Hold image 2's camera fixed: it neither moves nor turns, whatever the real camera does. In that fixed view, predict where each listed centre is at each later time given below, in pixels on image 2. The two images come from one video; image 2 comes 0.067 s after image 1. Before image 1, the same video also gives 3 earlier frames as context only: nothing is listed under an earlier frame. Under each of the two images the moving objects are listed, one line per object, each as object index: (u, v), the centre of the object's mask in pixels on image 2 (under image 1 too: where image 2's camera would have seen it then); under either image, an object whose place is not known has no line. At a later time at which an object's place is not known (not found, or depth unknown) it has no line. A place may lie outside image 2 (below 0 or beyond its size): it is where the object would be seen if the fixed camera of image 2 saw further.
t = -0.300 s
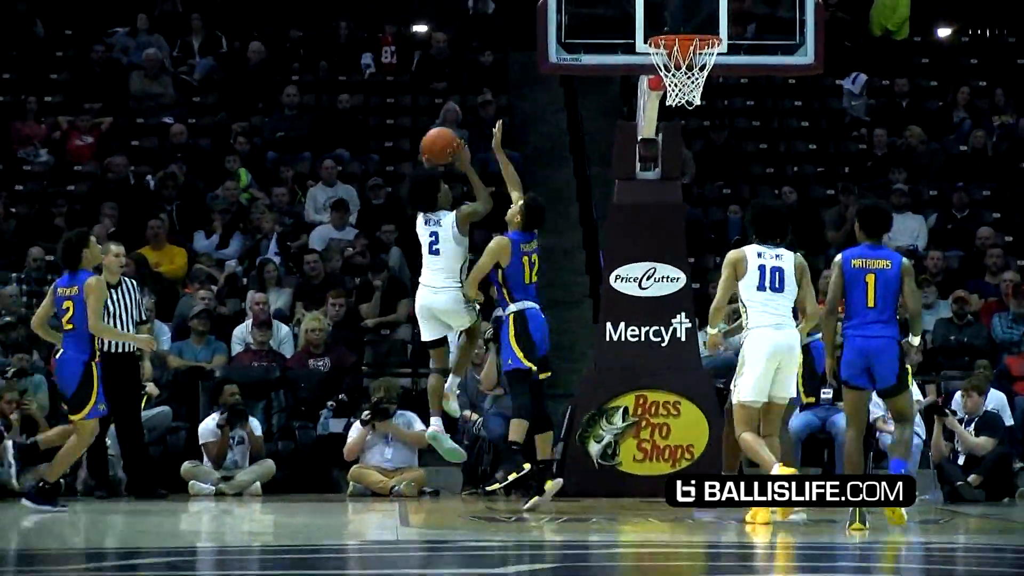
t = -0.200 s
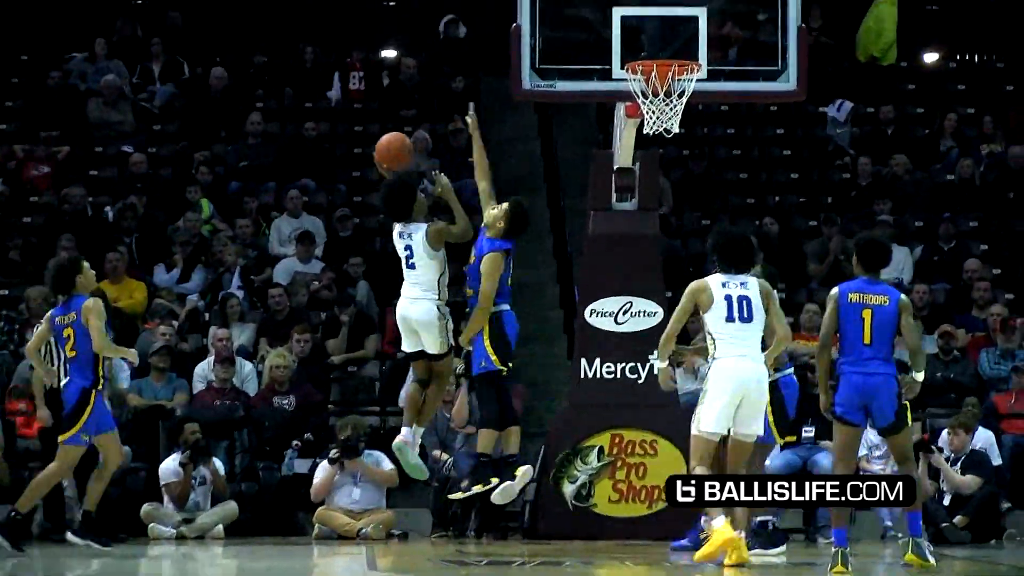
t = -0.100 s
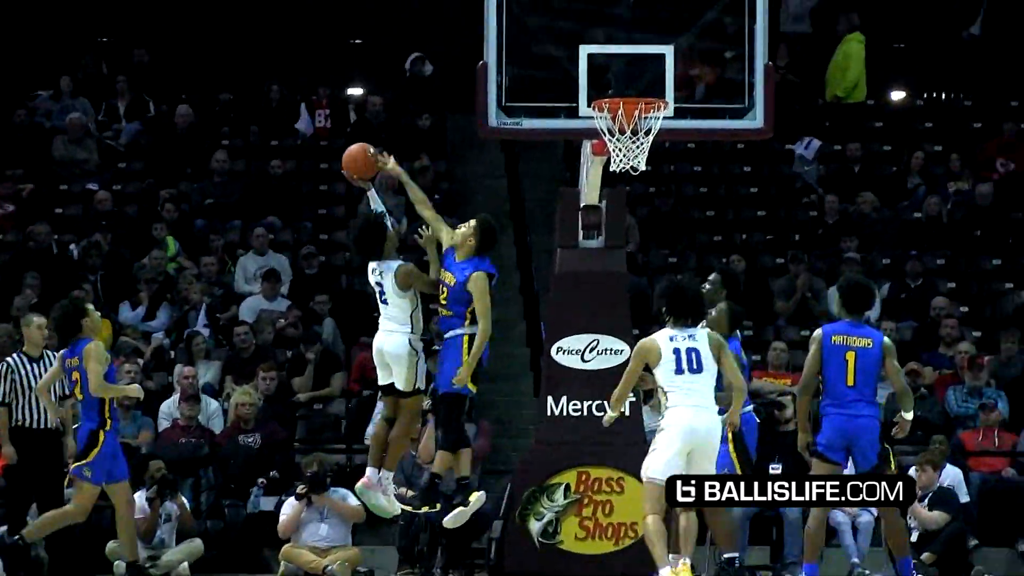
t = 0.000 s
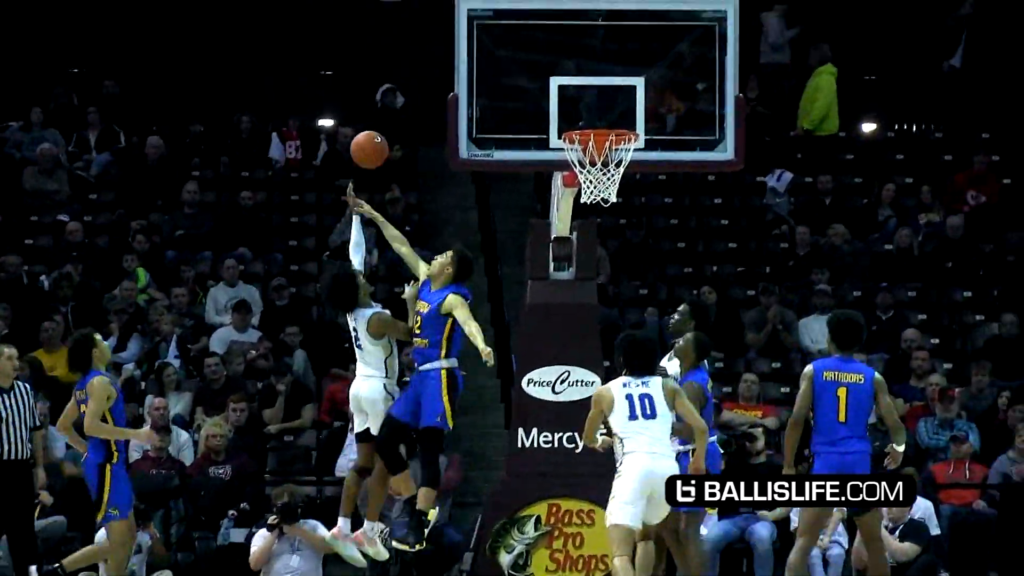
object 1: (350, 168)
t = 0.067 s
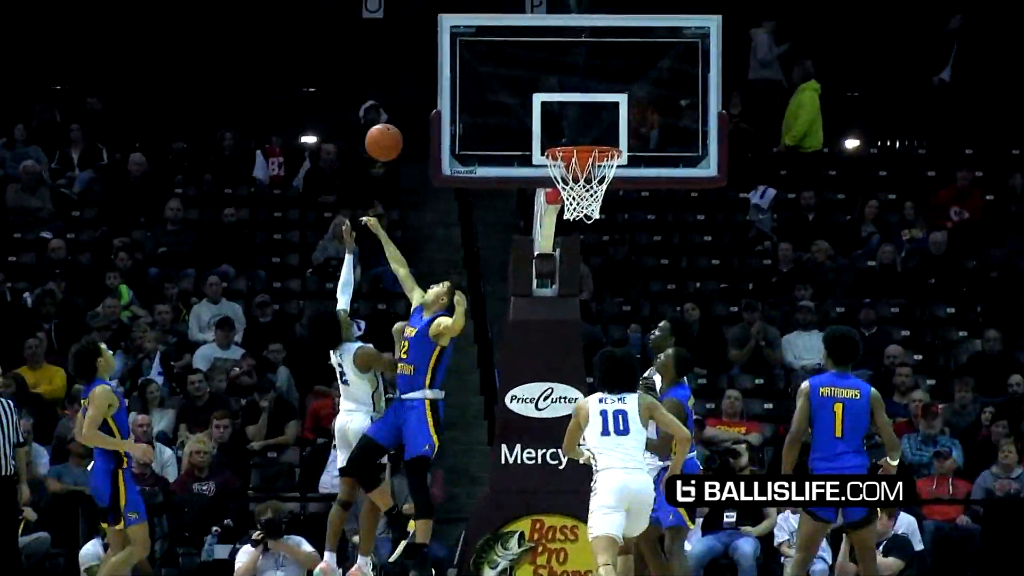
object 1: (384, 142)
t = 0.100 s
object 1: (400, 133)
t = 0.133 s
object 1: (415, 126)
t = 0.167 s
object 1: (431, 120)
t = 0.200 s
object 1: (436, 117)
